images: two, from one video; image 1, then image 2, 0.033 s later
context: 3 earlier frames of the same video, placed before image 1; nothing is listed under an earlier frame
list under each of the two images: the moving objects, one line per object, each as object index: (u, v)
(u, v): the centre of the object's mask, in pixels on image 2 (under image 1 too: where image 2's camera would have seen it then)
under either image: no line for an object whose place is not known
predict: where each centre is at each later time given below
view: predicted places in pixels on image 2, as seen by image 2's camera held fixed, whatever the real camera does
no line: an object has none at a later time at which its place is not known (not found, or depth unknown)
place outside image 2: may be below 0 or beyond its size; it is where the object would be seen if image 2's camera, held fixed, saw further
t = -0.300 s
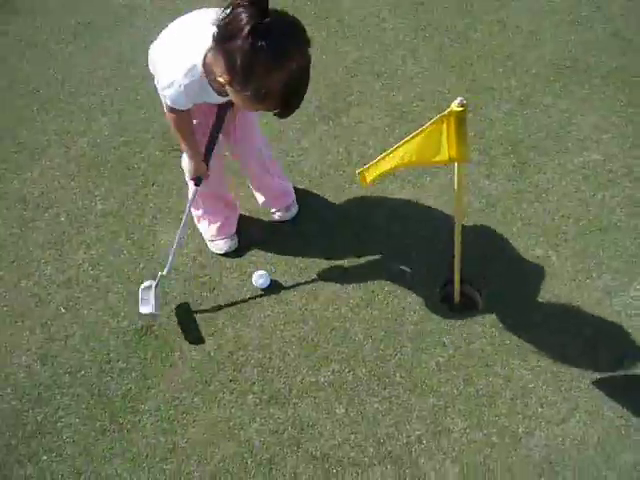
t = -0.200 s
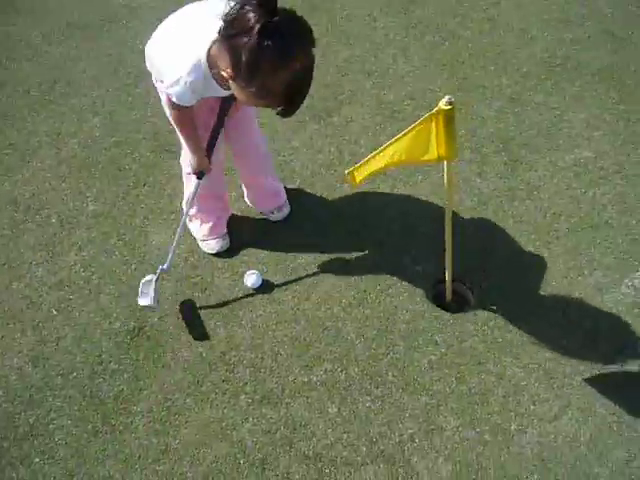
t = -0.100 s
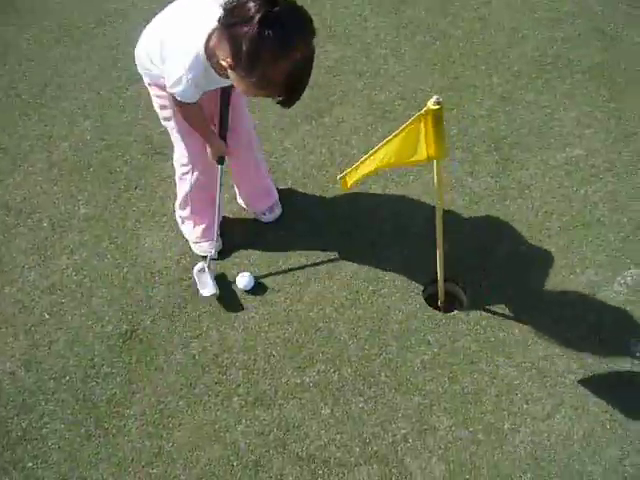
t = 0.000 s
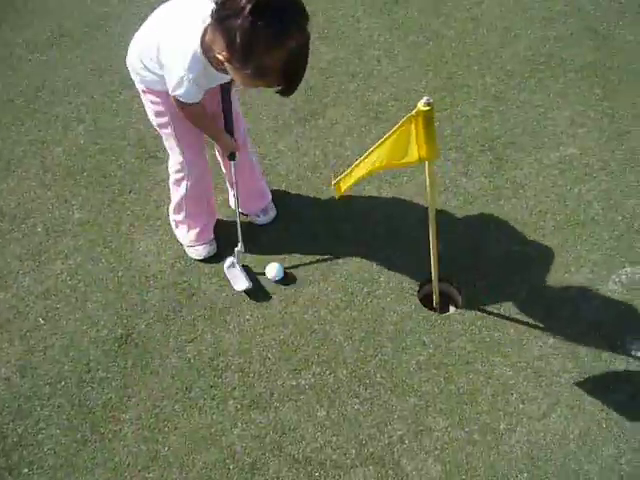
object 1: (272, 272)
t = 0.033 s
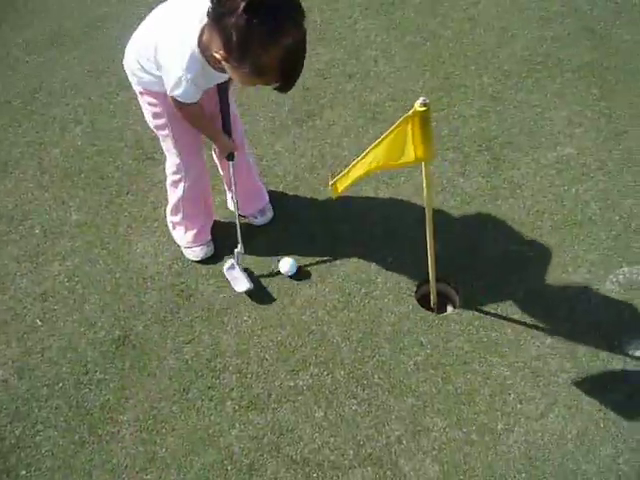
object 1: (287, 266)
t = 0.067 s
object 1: (303, 261)
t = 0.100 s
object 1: (318, 256)
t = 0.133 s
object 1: (333, 251)
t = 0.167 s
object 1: (347, 246)
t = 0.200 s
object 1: (361, 241)
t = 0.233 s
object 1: (374, 237)
